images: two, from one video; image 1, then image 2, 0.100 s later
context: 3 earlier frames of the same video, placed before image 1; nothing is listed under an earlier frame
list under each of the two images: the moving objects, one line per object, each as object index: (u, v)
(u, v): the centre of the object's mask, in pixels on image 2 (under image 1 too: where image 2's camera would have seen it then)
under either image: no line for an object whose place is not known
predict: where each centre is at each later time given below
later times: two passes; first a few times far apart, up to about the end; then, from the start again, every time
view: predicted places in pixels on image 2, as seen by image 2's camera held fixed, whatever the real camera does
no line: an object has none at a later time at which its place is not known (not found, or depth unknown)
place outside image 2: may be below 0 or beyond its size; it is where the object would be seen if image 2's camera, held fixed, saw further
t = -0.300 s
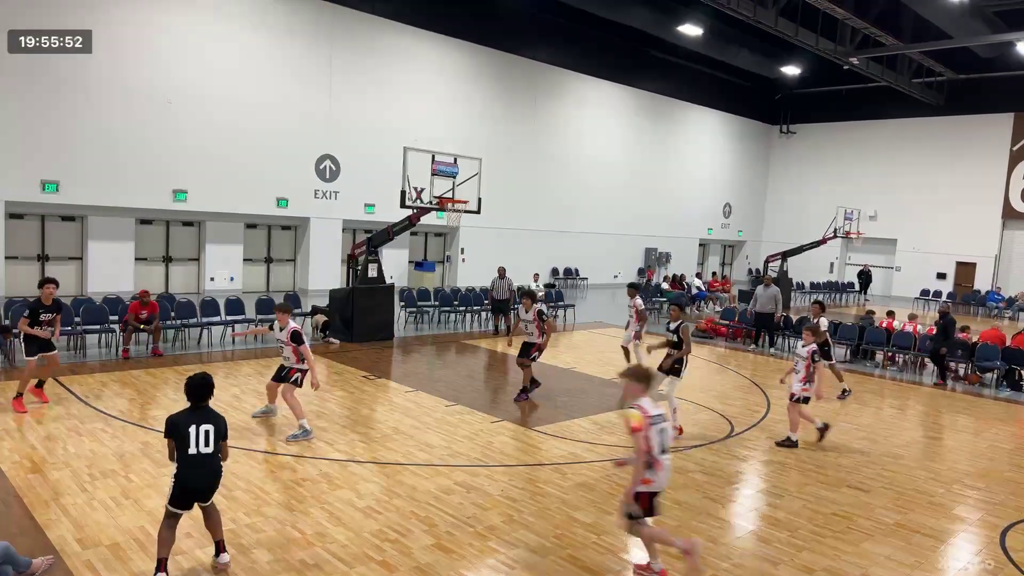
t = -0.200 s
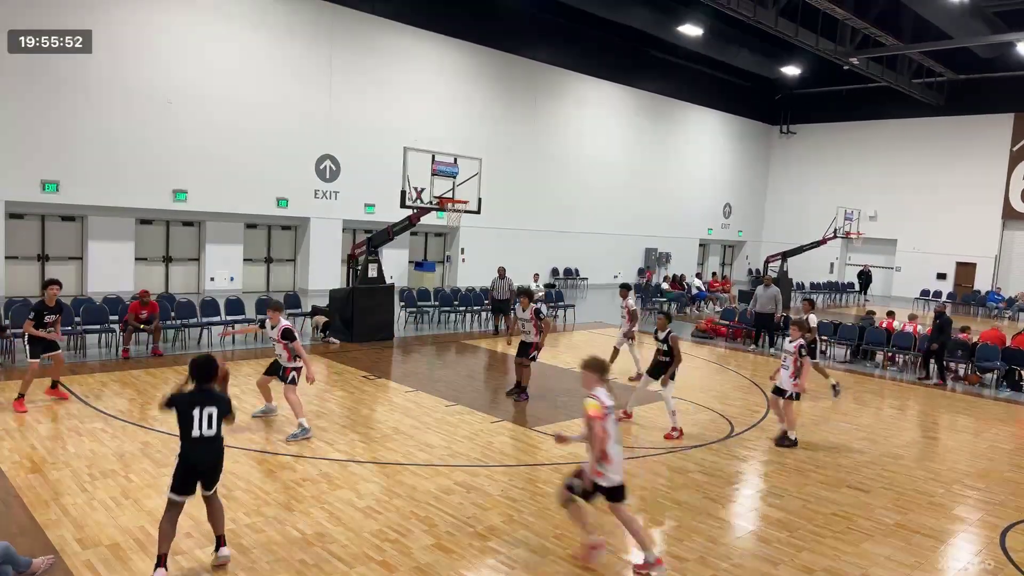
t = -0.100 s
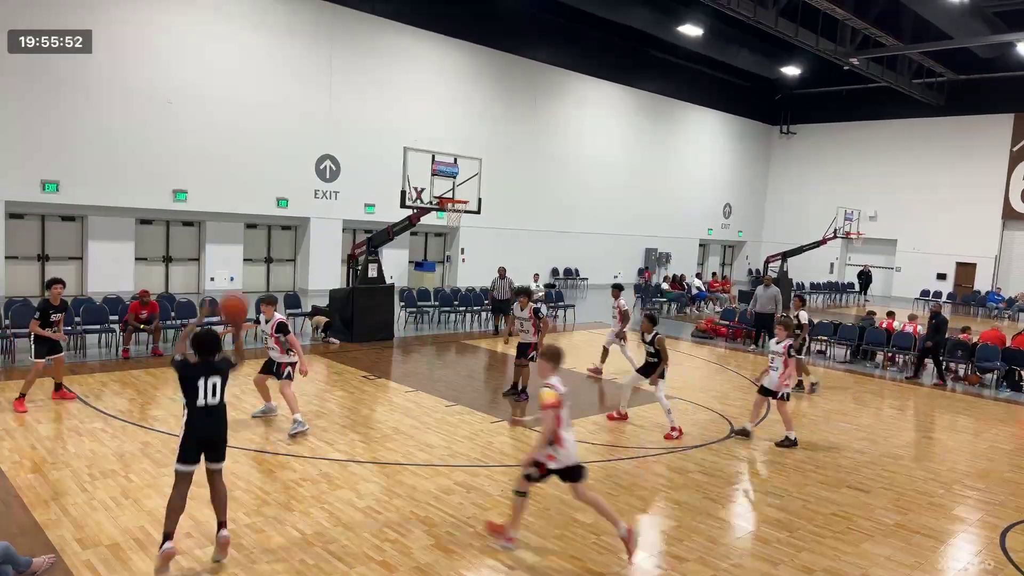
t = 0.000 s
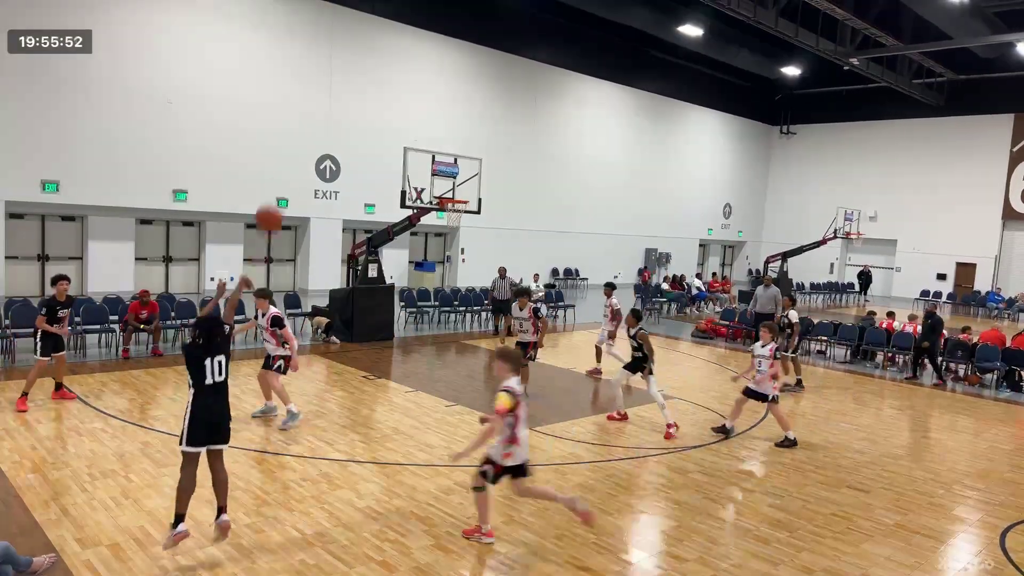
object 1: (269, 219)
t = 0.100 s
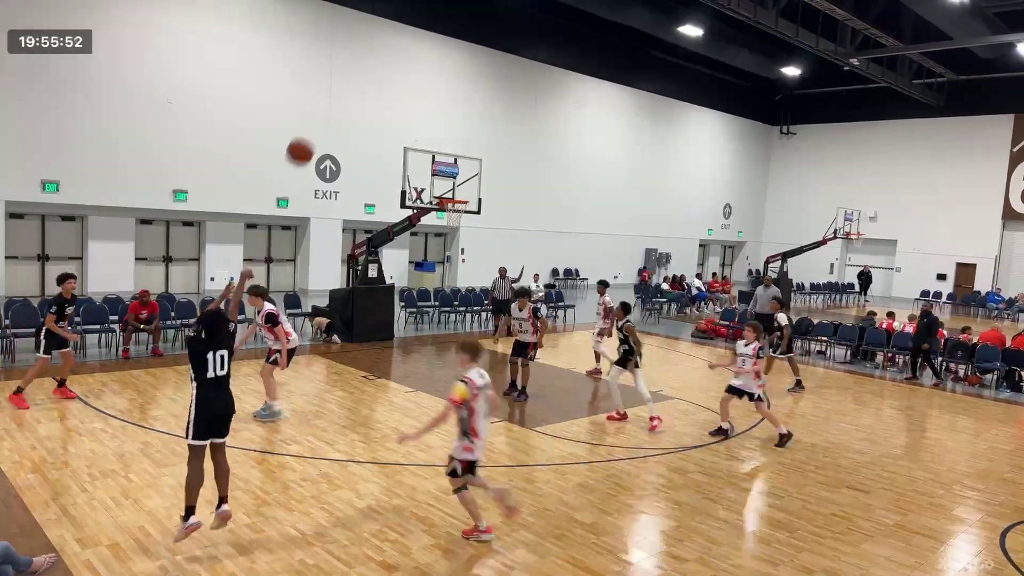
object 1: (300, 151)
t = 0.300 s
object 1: (348, 72)
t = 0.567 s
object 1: (391, 44)
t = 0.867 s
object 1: (422, 77)
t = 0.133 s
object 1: (309, 134)
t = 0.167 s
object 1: (318, 118)
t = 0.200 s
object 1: (326, 104)
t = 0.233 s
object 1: (334, 91)
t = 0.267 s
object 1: (341, 81)
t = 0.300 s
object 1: (348, 72)
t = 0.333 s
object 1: (354, 65)
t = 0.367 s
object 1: (360, 58)
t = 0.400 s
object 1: (366, 54)
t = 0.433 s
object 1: (372, 49)
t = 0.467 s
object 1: (377, 47)
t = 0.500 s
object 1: (382, 45)
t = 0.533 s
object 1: (386, 44)
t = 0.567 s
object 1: (391, 44)
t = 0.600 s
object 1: (395, 45)
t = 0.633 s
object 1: (399, 47)
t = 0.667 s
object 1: (403, 49)
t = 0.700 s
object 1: (407, 52)
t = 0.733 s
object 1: (410, 56)
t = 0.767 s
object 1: (413, 60)
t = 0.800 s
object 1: (417, 65)
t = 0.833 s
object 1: (419, 71)
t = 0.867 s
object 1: (422, 77)
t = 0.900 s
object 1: (425, 84)
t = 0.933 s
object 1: (427, 91)
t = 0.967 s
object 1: (430, 99)
